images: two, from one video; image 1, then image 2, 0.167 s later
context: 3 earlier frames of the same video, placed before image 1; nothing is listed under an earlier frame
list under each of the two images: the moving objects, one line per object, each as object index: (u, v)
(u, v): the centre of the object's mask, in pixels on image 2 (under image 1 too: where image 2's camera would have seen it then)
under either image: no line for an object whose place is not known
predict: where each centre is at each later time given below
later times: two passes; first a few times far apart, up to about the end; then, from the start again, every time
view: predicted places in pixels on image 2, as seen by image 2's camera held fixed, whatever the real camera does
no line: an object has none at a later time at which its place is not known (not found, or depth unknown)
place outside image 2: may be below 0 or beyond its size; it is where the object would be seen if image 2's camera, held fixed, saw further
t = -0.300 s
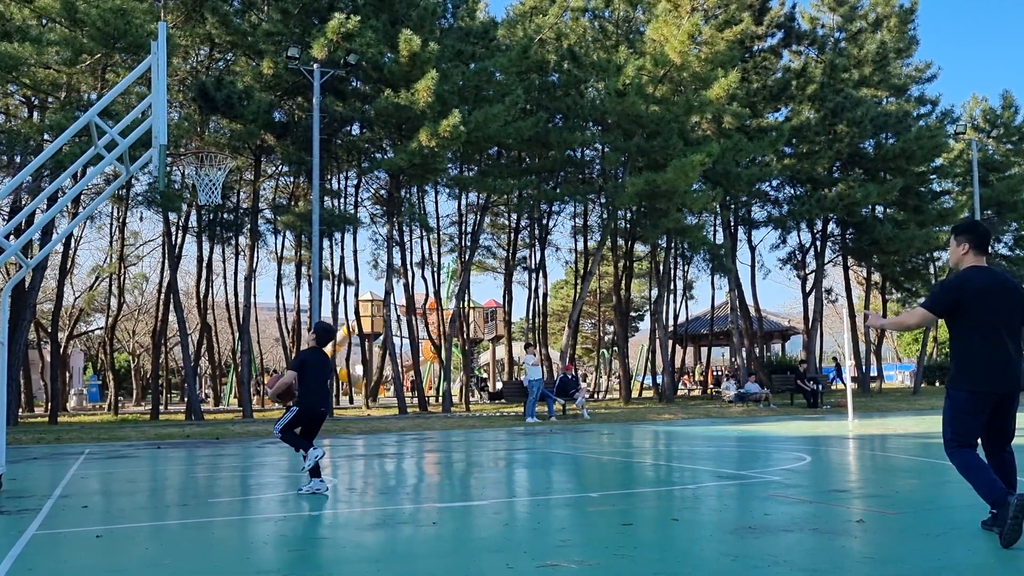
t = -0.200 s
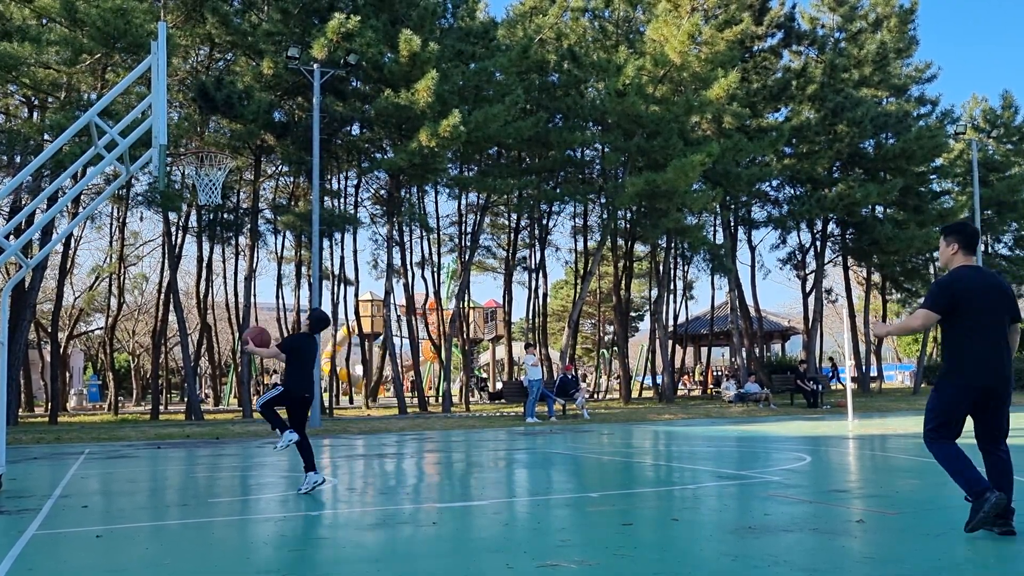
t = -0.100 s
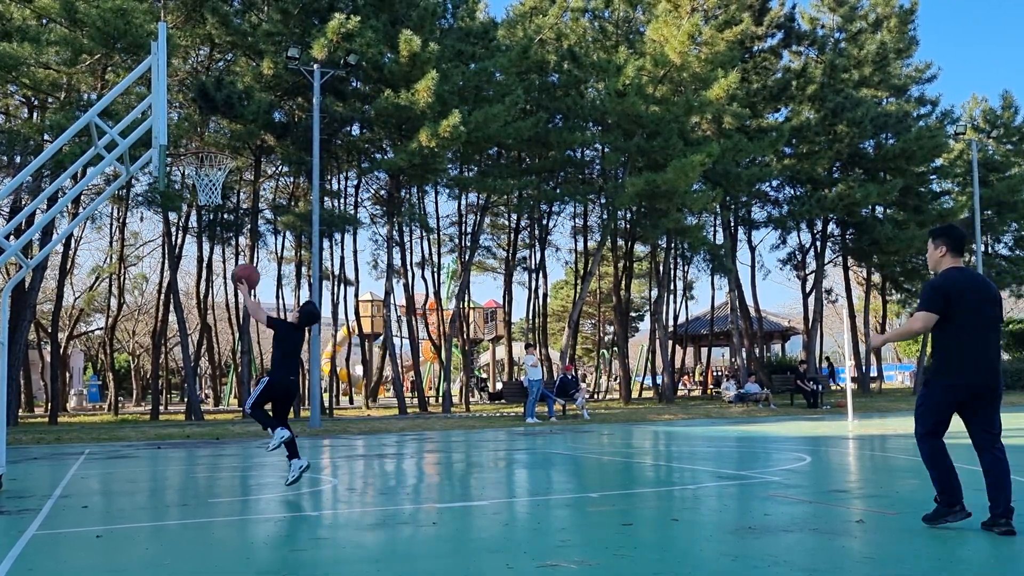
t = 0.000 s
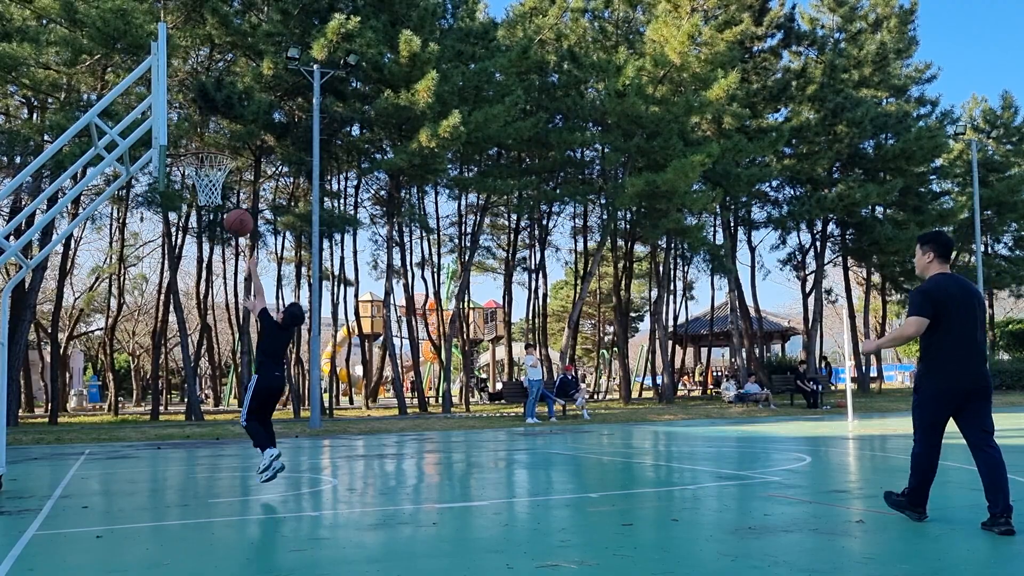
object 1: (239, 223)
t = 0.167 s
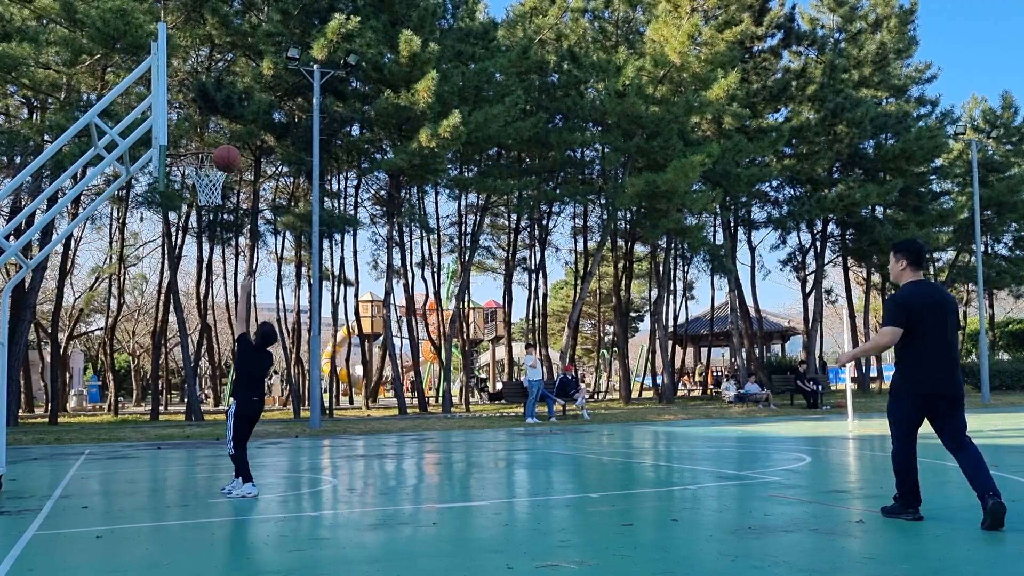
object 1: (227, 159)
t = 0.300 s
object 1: (218, 130)
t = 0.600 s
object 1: (197, 135)
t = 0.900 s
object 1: (188, 151)
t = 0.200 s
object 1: (225, 150)
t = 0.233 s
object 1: (223, 142)
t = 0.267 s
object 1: (220, 136)
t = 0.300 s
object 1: (218, 130)
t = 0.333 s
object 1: (216, 126)
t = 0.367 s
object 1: (214, 123)
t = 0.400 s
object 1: (211, 121)
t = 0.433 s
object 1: (209, 121)
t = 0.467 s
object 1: (206, 122)
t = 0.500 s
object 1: (204, 123)
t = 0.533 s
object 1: (202, 126)
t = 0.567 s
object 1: (200, 129)
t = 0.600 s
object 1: (197, 135)
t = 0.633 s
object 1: (195, 140)
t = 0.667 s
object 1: (192, 138)
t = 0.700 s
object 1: (190, 137)
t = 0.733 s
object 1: (187, 137)
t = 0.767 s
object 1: (184, 138)
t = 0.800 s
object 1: (183, 140)
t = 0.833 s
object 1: (183, 143)
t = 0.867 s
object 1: (185, 146)
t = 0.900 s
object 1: (188, 151)
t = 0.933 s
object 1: (191, 156)
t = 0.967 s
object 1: (193, 164)
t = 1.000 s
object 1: (196, 173)
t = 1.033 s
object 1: (199, 182)
